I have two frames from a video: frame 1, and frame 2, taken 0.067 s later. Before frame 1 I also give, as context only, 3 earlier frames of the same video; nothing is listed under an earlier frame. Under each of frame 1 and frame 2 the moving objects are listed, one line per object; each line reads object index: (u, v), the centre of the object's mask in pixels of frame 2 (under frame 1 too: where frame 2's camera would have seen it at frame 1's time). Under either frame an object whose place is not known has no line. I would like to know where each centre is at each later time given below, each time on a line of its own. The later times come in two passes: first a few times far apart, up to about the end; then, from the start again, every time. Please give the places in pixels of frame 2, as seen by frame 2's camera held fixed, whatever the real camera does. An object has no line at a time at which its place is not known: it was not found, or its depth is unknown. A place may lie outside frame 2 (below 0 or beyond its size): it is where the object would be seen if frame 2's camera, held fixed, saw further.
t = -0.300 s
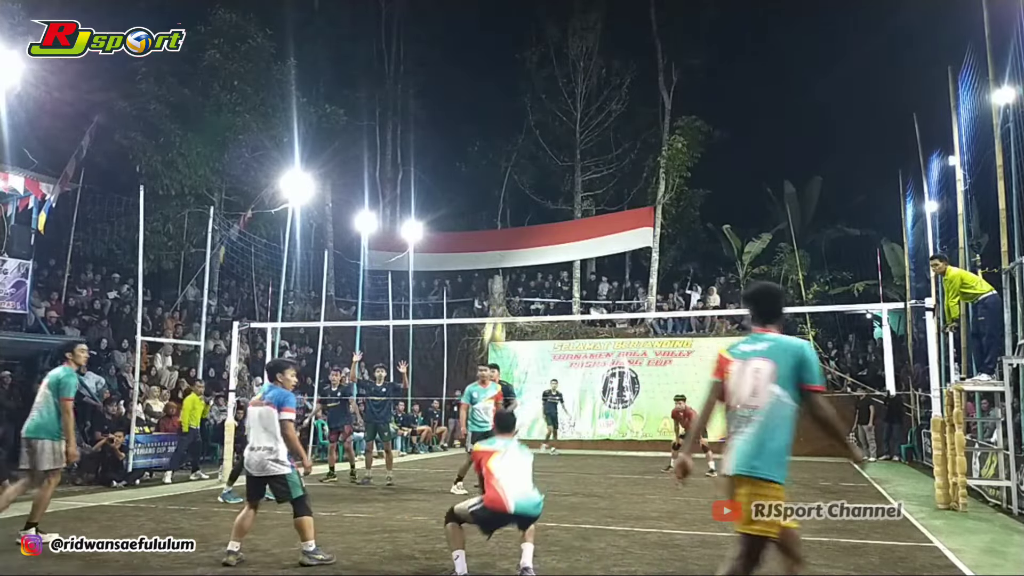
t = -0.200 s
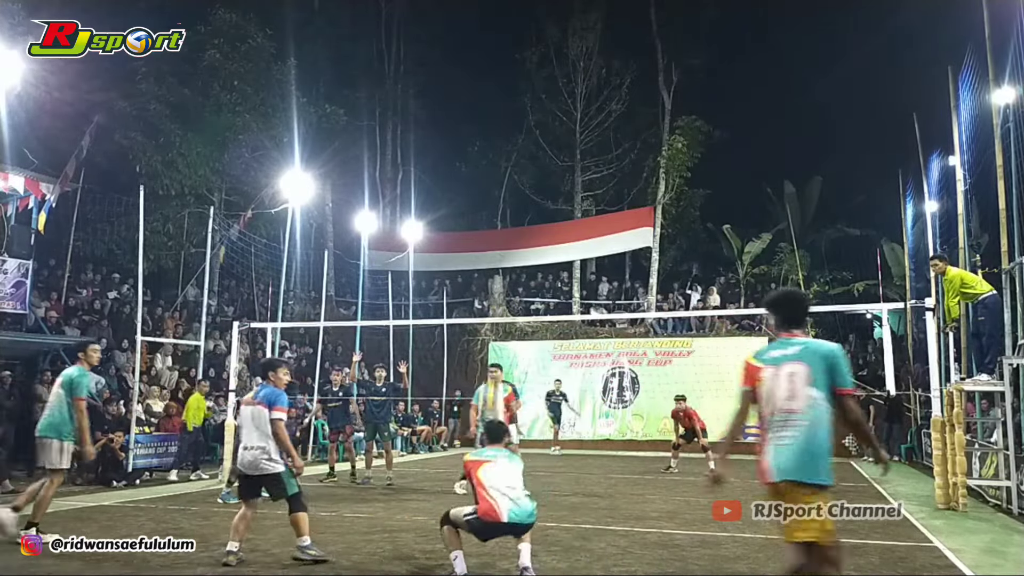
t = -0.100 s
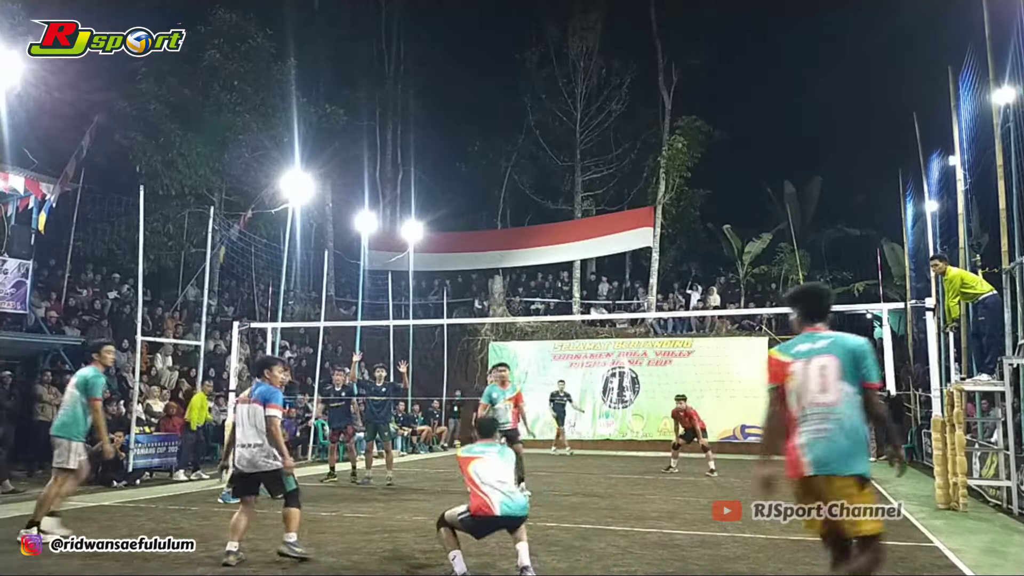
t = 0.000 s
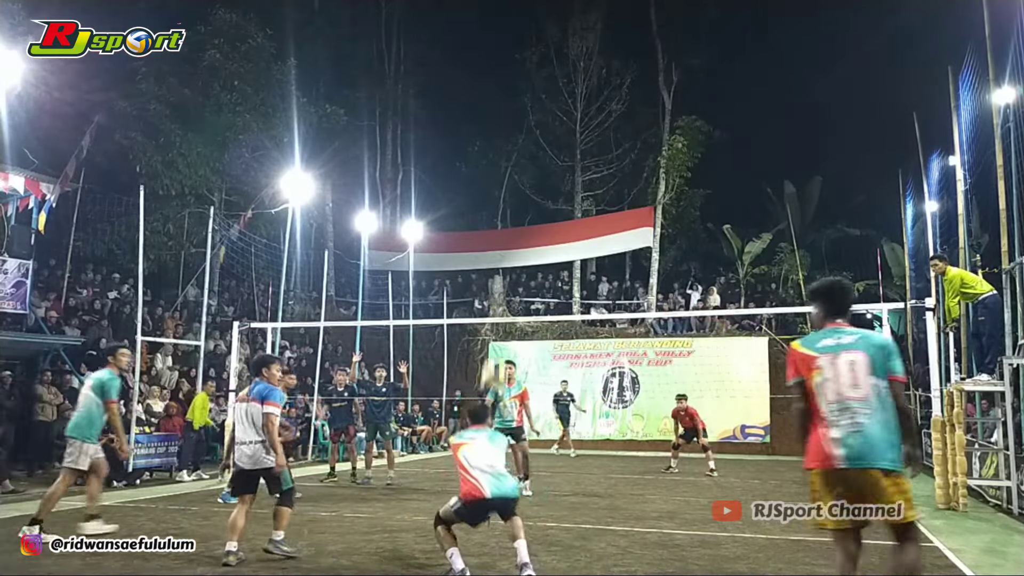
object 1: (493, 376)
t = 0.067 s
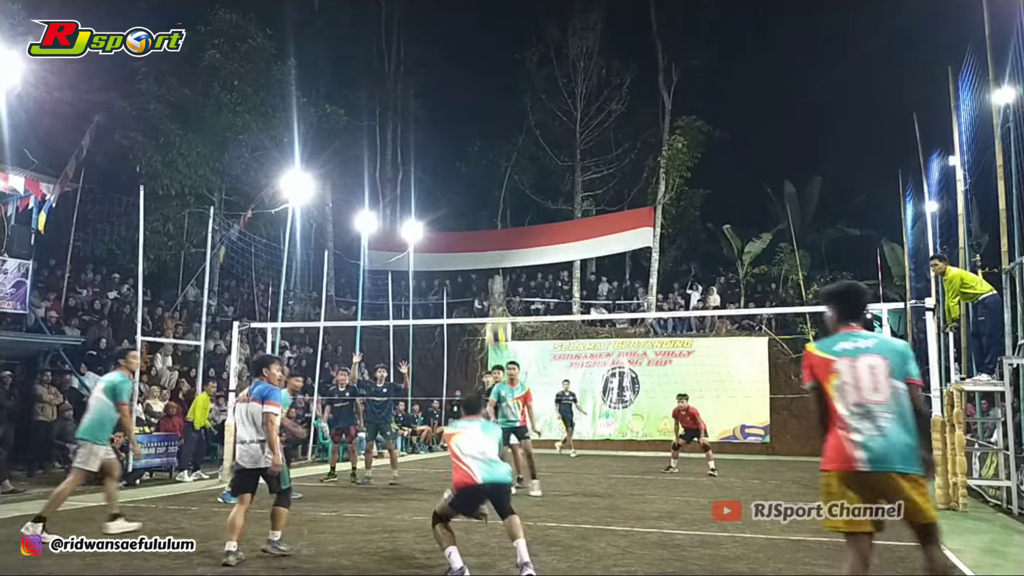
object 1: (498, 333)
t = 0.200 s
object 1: (506, 274)
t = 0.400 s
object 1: (515, 226)
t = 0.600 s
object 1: (523, 220)
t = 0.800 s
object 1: (531, 248)
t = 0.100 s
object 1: (502, 316)
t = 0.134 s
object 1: (502, 299)
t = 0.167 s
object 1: (504, 285)
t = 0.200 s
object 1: (506, 274)
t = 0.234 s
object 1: (507, 262)
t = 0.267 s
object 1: (509, 252)
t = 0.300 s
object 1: (510, 243)
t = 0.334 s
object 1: (512, 236)
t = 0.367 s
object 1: (513, 230)
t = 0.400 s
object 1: (515, 226)
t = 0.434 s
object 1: (516, 222)
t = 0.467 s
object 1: (518, 220)
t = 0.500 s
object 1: (519, 219)
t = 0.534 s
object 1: (521, 219)
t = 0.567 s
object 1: (522, 219)
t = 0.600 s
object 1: (523, 220)
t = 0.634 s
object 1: (525, 223)
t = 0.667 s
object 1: (526, 227)
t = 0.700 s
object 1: (527, 230)
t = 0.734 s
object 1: (529, 236)
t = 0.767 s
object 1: (530, 242)
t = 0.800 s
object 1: (531, 248)
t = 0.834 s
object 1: (533, 257)
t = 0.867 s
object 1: (534, 267)
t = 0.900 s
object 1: (535, 276)
